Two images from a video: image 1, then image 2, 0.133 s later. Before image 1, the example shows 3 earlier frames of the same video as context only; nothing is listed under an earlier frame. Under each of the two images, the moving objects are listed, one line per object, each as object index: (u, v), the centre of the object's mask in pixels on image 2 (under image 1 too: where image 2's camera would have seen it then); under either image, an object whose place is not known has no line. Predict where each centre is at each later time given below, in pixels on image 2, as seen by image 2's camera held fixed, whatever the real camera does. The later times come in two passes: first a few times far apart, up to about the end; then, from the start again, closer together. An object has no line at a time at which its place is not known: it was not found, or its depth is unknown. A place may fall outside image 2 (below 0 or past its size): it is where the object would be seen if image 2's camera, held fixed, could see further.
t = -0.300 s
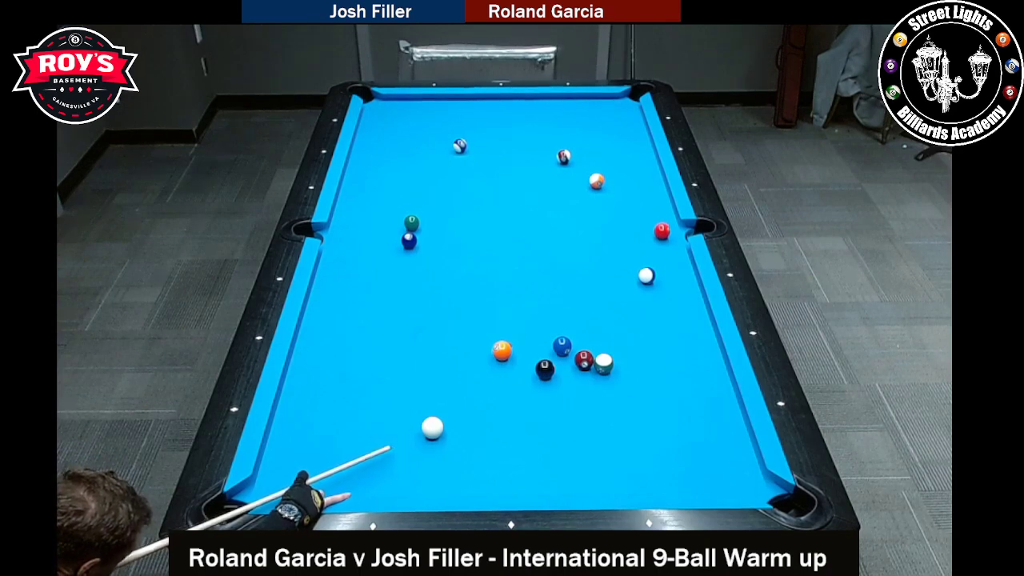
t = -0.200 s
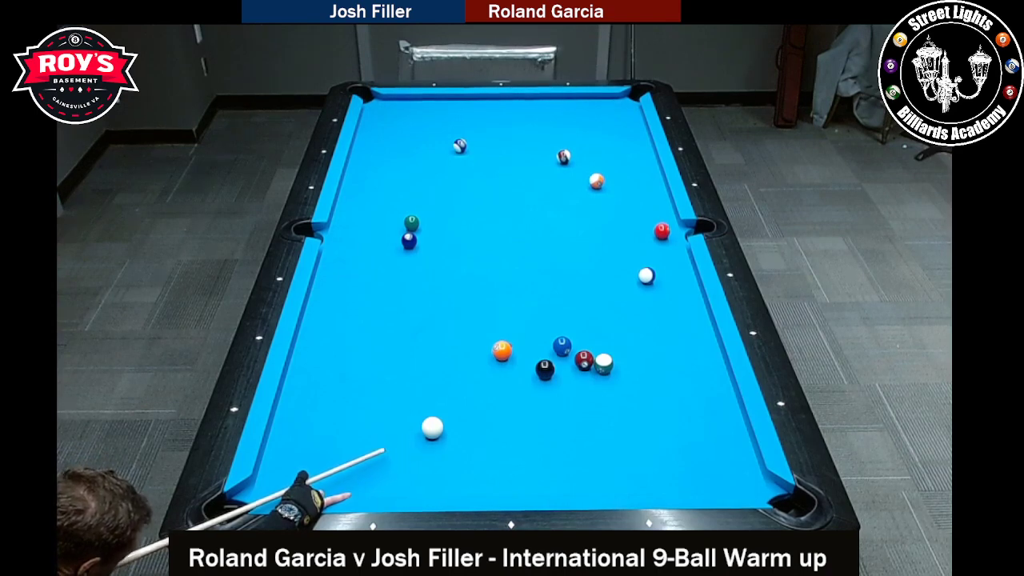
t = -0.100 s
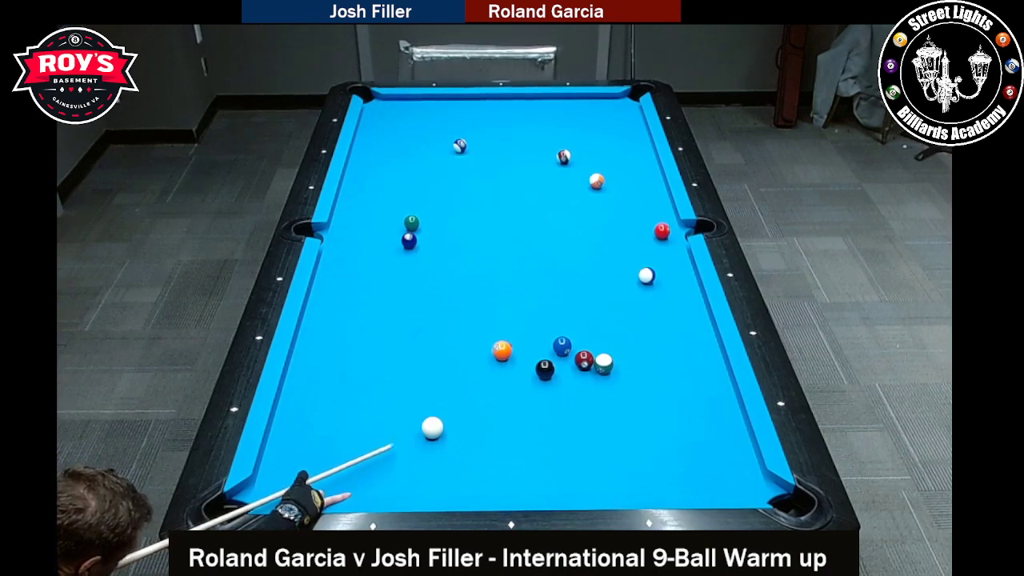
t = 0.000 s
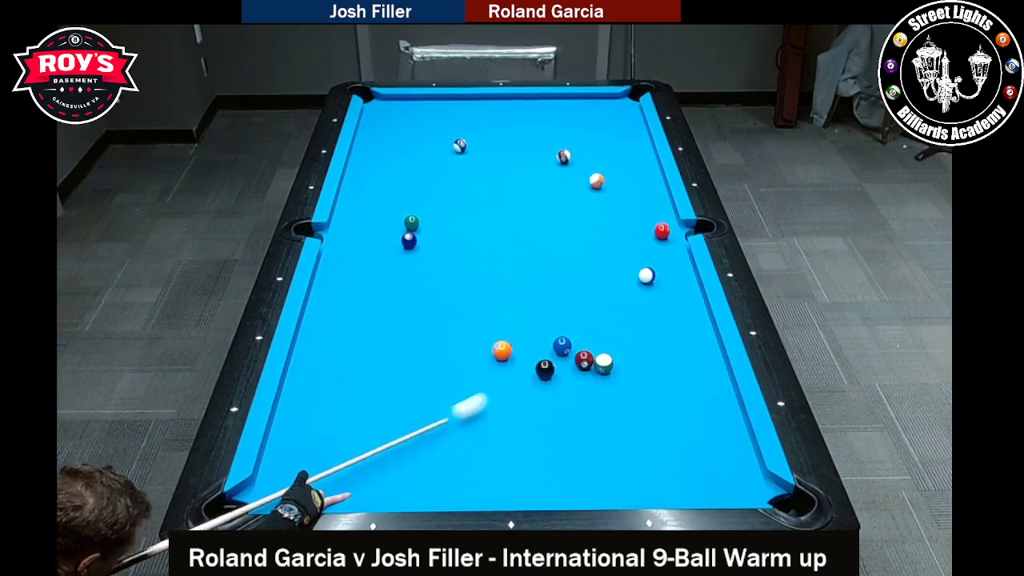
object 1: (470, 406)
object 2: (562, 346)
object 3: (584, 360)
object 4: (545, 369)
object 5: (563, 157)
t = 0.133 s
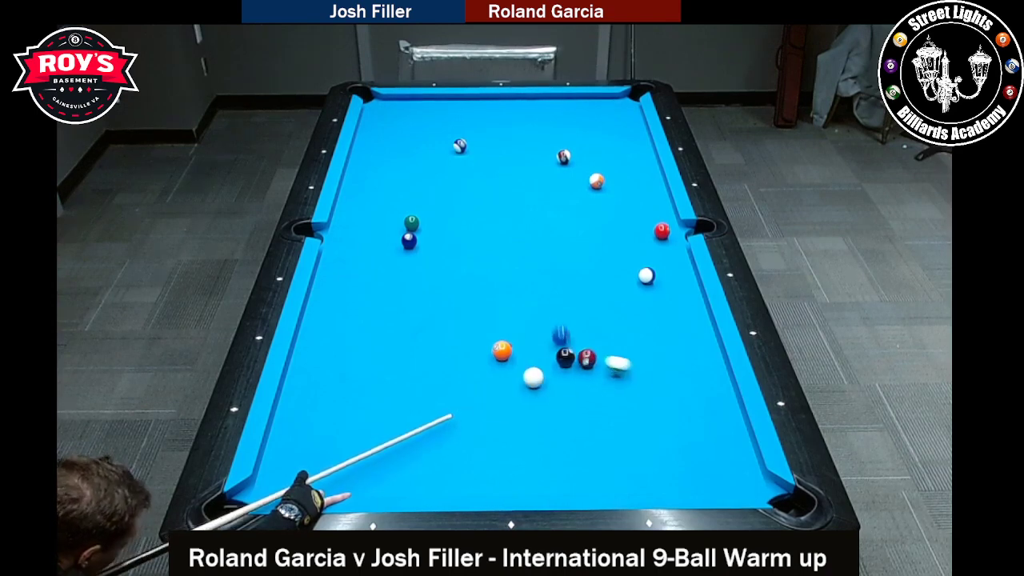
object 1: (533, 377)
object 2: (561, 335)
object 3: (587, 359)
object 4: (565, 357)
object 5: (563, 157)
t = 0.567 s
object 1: (568, 371)
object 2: (552, 240)
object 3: (620, 341)
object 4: (565, 354)
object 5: (564, 157)
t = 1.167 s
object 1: (608, 363)
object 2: (544, 150)
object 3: (657, 322)
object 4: (566, 356)
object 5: (564, 157)
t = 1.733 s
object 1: (637, 358)
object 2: (540, 101)
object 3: (684, 308)
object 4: (565, 356)
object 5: (564, 156)
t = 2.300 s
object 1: (657, 355)
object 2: (547, 139)
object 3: (695, 299)
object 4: (565, 356)
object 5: (564, 157)
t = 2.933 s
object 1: (671, 354)
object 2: (534, 179)
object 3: (685, 295)
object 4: (565, 356)
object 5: (582, 162)
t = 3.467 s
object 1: (674, 355)
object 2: (513, 212)
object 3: (683, 294)
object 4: (565, 356)
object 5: (602, 166)
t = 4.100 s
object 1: (674, 355)
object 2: (487, 251)
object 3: (683, 294)
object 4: (566, 356)
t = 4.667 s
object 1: (674, 354)
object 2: (464, 287)
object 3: (683, 294)
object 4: (565, 356)
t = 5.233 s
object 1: (674, 355)
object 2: (440, 324)
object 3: (683, 294)
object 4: (566, 356)
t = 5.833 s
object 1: (674, 355)
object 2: (417, 361)
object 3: (683, 294)
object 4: (566, 356)
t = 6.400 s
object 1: (674, 355)
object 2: (396, 395)
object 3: (683, 294)
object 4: (566, 356)
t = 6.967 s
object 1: (673, 355)
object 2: (378, 425)
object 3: (683, 294)
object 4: (566, 357)
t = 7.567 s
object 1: (674, 355)
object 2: (362, 452)
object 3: (683, 294)
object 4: (566, 357)
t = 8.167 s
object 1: (674, 354)
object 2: (351, 473)
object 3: (683, 294)
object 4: (566, 357)
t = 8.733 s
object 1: (674, 354)
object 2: (344, 485)
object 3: (683, 294)
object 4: (565, 356)
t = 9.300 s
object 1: (674, 354)
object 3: (683, 294)
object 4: (565, 356)
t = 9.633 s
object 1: (674, 354)
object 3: (683, 294)
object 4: (566, 357)
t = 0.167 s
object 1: (536, 377)
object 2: (560, 326)
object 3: (590, 357)
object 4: (565, 357)
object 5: (564, 157)
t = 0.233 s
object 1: (541, 376)
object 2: (558, 308)
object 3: (595, 354)
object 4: (565, 357)
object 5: (564, 157)
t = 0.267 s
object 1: (544, 375)
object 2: (557, 300)
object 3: (598, 353)
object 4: (565, 357)
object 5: (564, 157)
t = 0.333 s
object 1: (550, 374)
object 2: (556, 285)
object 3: (603, 350)
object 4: (565, 356)
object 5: (564, 157)
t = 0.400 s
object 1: (555, 373)
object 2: (555, 271)
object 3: (608, 347)
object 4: (565, 356)
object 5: (564, 157)
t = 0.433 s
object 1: (558, 372)
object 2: (554, 265)
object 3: (610, 346)
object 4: (566, 356)
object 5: (564, 157)
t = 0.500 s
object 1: (563, 371)
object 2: (553, 252)
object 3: (615, 344)
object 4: (565, 354)
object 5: (564, 157)
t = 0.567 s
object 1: (568, 371)
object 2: (552, 240)
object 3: (620, 341)
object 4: (565, 354)
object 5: (564, 157)
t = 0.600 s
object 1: (570, 370)
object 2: (551, 233)
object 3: (622, 340)
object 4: (565, 355)
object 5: (564, 157)
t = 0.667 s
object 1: (575, 369)
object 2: (550, 222)
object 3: (626, 338)
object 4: (565, 355)
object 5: (563, 157)
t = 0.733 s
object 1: (580, 368)
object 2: (549, 211)
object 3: (631, 336)
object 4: (565, 356)
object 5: (564, 157)
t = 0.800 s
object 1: (585, 367)
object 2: (548, 201)
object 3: (635, 333)
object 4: (565, 356)
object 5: (564, 157)
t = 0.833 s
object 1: (587, 367)
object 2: (548, 196)
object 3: (637, 332)
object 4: (565, 356)
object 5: (564, 157)
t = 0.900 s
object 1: (591, 366)
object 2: (547, 186)
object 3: (642, 330)
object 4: (565, 356)
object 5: (564, 157)
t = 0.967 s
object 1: (596, 365)
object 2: (546, 176)
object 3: (646, 328)
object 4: (565, 356)
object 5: (564, 157)
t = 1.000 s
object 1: (598, 365)
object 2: (546, 172)
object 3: (648, 327)
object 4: (565, 356)
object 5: (564, 157)
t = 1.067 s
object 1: (602, 364)
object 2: (544, 163)
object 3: (652, 325)
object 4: (565, 356)
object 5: (564, 156)
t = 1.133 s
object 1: (606, 363)
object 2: (544, 155)
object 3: (655, 323)
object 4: (565, 356)
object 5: (564, 157)
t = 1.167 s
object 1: (608, 363)
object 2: (544, 150)
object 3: (657, 322)
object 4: (566, 356)
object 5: (564, 157)
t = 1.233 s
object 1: (611, 362)
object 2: (543, 142)
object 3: (661, 320)
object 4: (565, 356)
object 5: (564, 157)
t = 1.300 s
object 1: (615, 361)
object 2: (542, 135)
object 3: (664, 318)
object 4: (565, 356)
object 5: (564, 157)
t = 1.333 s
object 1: (617, 361)
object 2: (542, 131)
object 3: (666, 317)
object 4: (565, 357)
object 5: (563, 157)
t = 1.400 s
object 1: (620, 360)
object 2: (541, 124)
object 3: (669, 316)
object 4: (565, 357)
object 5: (564, 157)
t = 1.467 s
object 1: (624, 360)
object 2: (541, 117)
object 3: (672, 314)
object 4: (565, 356)
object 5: (564, 157)
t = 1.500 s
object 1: (625, 360)
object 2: (541, 114)
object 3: (674, 313)
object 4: (566, 357)
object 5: (564, 157)
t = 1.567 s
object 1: (629, 359)
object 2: (540, 107)
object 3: (677, 312)
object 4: (565, 357)
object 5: (564, 157)
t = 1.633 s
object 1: (632, 359)
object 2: (539, 100)
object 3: (680, 310)
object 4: (565, 357)
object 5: (564, 156)
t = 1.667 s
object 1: (633, 358)
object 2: (539, 98)
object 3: (681, 310)
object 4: (565, 357)
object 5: (564, 156)
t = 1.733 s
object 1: (637, 358)
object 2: (540, 101)
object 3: (684, 308)
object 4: (565, 356)
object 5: (564, 156)
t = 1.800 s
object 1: (639, 357)
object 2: (540, 105)
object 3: (687, 307)
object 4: (565, 357)
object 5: (564, 157)
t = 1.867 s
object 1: (642, 357)
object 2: (541, 110)
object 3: (689, 305)
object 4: (565, 357)
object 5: (564, 156)
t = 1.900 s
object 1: (643, 357)
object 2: (542, 112)
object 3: (691, 305)
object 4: (565, 356)
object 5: (564, 157)
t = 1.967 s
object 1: (646, 356)
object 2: (543, 116)
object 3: (693, 303)
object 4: (565, 356)
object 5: (564, 157)
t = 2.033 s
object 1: (648, 356)
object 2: (544, 120)
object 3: (696, 302)
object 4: (565, 356)
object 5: (564, 157)
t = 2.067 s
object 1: (650, 356)
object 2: (544, 123)
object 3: (696, 302)
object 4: (565, 356)
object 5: (564, 157)
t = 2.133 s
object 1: (652, 356)
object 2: (545, 127)
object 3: (699, 300)
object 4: (565, 356)
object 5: (564, 157)
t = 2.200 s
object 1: (654, 356)
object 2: (546, 132)
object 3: (698, 300)
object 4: (565, 356)
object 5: (564, 157)
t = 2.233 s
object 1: (655, 356)
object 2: (546, 134)
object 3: (697, 299)
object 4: (565, 356)
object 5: (564, 157)
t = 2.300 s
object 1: (657, 355)
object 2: (547, 139)
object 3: (695, 299)
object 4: (565, 356)
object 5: (564, 157)
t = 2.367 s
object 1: (659, 355)
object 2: (548, 143)
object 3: (694, 298)
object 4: (565, 356)
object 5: (564, 157)
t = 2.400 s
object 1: (660, 355)
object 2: (549, 146)
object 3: (693, 298)
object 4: (565, 356)
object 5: (564, 157)
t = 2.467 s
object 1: (662, 355)
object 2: (549, 150)
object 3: (691, 298)
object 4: (565, 356)
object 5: (564, 157)
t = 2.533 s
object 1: (664, 355)
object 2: (550, 155)
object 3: (690, 297)
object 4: (565, 356)
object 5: (564, 157)
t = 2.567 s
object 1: (664, 355)
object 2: (549, 157)
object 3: (689, 297)
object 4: (565, 356)
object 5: (566, 157)
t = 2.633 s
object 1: (666, 355)
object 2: (546, 161)
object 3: (689, 296)
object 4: (565, 356)
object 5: (569, 158)
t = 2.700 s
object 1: (667, 354)
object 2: (543, 165)
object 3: (688, 296)
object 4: (565, 356)
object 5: (572, 159)
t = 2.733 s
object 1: (668, 354)
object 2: (542, 167)
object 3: (687, 295)
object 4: (565, 356)
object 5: (573, 159)
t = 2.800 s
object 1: (669, 354)
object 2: (539, 171)
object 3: (686, 295)
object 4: (565, 356)
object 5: (576, 160)
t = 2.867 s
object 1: (670, 354)
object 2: (537, 175)
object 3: (686, 295)
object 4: (565, 357)
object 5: (579, 161)
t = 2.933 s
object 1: (671, 354)
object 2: (534, 179)
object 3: (685, 295)
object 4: (565, 356)
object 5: (582, 162)
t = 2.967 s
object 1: (671, 354)
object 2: (533, 181)
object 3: (685, 295)
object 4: (565, 356)
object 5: (584, 162)
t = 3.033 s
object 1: (672, 355)
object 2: (530, 185)
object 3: (684, 294)
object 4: (565, 356)
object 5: (586, 163)
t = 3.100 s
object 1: (672, 355)
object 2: (528, 189)
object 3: (684, 294)
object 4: (565, 356)
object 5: (589, 163)
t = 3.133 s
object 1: (673, 354)
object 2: (526, 191)
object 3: (684, 294)
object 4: (565, 356)
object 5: (590, 164)
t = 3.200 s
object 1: (673, 354)
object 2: (524, 195)
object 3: (683, 294)
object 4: (565, 356)
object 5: (592, 164)
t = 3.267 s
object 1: (674, 355)
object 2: (521, 199)
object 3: (683, 294)
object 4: (565, 356)
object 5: (595, 165)
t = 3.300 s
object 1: (674, 355)
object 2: (520, 201)
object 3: (683, 294)
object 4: (566, 356)
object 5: (596, 165)
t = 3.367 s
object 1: (674, 355)
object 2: (517, 205)
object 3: (683, 294)
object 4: (565, 356)
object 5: (598, 165)
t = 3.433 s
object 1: (674, 355)
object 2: (514, 209)
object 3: (683, 294)
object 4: (565, 356)
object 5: (600, 166)
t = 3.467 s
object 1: (674, 355)
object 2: (513, 212)
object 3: (683, 294)
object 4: (565, 356)
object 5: (602, 166)
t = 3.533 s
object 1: (674, 355)
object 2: (510, 216)
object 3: (683, 294)
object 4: (565, 356)
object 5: (604, 166)
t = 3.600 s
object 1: (674, 355)
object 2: (508, 220)
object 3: (683, 294)
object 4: (565, 356)
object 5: (606, 167)
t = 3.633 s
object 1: (674, 355)
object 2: (506, 222)
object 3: (683, 294)
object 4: (565, 356)
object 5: (607, 167)
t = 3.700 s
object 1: (673, 354)
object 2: (504, 226)
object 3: (683, 294)
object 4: (565, 356)
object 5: (608, 168)
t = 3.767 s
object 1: (673, 354)
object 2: (501, 230)
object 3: (683, 294)
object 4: (565, 356)
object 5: (610, 168)
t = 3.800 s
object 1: (673, 354)
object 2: (500, 233)
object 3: (683, 294)
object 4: (565, 356)
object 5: (611, 168)
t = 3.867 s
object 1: (673, 354)
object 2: (497, 237)
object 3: (683, 294)
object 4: (566, 356)
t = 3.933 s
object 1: (673, 354)
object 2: (494, 241)
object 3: (683, 294)
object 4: (565, 356)
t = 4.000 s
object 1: (674, 355)
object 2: (491, 245)
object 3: (683, 294)
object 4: (566, 356)
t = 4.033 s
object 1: (673, 355)
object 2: (490, 248)
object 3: (683, 294)
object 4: (565, 356)
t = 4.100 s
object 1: (674, 355)
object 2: (487, 251)
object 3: (683, 294)
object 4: (566, 356)
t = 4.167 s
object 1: (673, 354)
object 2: (484, 256)
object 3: (683, 294)
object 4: (565, 356)
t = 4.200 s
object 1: (673, 354)
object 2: (483, 258)
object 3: (683, 294)
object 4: (565, 356)
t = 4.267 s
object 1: (674, 354)
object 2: (480, 262)
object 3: (683, 294)
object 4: (565, 356)
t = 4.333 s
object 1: (674, 355)
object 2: (477, 267)
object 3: (683, 294)
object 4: (566, 356)
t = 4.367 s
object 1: (673, 355)
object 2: (476, 269)
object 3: (683, 294)
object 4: (565, 356)
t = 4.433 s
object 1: (674, 354)
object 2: (473, 273)
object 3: (683, 294)
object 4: (566, 356)
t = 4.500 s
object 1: (673, 354)
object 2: (470, 278)
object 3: (683, 294)
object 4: (565, 356)
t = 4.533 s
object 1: (673, 354)
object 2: (469, 279)
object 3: (683, 294)
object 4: (565, 356)
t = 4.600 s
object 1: (673, 354)
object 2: (466, 284)
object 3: (683, 294)
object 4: (565, 356)
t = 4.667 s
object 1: (674, 354)
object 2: (464, 287)
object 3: (683, 294)
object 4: (565, 356)
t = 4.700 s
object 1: (673, 355)
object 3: (683, 294)
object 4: (565, 356)
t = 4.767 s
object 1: (673, 355)
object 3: (683, 294)
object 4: (566, 357)
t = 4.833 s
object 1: (673, 355)
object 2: (457, 299)
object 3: (683, 294)
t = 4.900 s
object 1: (674, 355)
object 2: (454, 303)
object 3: (683, 294)
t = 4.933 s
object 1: (674, 355)
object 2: (452, 305)
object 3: (683, 294)
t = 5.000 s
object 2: (450, 309)
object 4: (565, 356)
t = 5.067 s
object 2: (447, 314)
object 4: (566, 356)
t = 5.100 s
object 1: (674, 355)
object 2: (446, 316)
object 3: (683, 294)
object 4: (566, 356)
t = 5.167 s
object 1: (674, 355)
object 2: (443, 320)
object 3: (683, 294)
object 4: (566, 356)
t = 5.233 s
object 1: (674, 355)
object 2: (440, 324)
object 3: (683, 294)
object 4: (566, 356)
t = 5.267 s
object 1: (674, 355)
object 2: (439, 326)
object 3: (683, 294)
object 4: (566, 357)
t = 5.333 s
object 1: (674, 355)
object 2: (436, 331)
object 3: (683, 294)
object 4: (566, 356)
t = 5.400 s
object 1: (674, 355)
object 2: (434, 335)
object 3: (683, 294)
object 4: (566, 356)
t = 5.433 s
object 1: (674, 355)
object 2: (432, 337)
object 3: (683, 294)
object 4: (566, 356)
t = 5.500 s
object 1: (674, 355)
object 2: (430, 341)
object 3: (683, 294)
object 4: (566, 356)
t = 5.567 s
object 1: (674, 355)
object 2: (427, 345)
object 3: (683, 294)
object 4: (566, 356)
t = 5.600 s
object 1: (674, 355)
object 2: (426, 347)
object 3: (683, 294)
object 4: (566, 356)
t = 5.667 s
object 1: (674, 355)
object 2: (423, 351)
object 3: (683, 294)
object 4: (566, 356)
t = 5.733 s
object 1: (674, 355)
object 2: (421, 356)
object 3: (683, 294)
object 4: (566, 356)
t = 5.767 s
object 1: (674, 355)
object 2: (419, 358)
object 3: (683, 294)
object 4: (566, 356)
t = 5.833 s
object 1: (674, 355)
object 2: (417, 361)
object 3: (683, 294)
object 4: (566, 356)
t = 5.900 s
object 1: (674, 355)
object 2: (415, 366)
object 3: (683, 294)
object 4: (566, 356)
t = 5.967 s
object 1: (674, 355)
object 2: (412, 370)
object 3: (683, 294)
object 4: (566, 356)
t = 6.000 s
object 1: (674, 355)
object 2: (411, 372)
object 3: (683, 294)
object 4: (566, 356)
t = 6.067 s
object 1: (674, 355)
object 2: (408, 376)
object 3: (683, 294)
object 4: (566, 356)
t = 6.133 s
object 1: (674, 355)
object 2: (406, 379)
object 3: (683, 294)
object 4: (566, 356)
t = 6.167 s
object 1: (674, 355)
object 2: (405, 381)
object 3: (683, 294)
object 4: (566, 356)
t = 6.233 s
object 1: (674, 355)
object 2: (402, 385)
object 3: (683, 294)
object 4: (566, 356)
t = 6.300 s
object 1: (674, 355)
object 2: (400, 389)
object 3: (683, 294)
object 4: (566, 356)
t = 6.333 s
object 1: (674, 355)
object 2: (399, 391)
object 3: (683, 294)
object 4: (566, 356)
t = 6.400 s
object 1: (674, 355)
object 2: (396, 395)
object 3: (683, 294)
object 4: (566, 356)
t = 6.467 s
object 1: (674, 355)
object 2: (394, 399)
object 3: (683, 294)
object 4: (566, 356)
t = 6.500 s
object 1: (674, 355)
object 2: (393, 400)
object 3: (683, 294)
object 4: (566, 356)
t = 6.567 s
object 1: (673, 355)
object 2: (391, 404)
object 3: (683, 294)
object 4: (566, 357)
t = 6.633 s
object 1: (673, 355)
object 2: (388, 407)
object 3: (683, 294)
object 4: (566, 356)
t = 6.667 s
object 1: (673, 355)
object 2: (387, 409)
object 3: (683, 294)
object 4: (565, 357)
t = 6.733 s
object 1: (673, 355)
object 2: (385, 413)
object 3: (683, 294)
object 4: (565, 357)
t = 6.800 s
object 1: (673, 355)
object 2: (383, 417)
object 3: (683, 294)
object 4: (566, 356)
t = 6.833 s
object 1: (673, 355)
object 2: (382, 418)
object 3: (683, 294)
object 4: (566, 357)
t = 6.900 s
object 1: (673, 355)
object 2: (380, 421)
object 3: (683, 294)
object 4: (566, 357)
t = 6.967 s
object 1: (673, 355)
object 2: (378, 425)
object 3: (683, 294)
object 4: (566, 357)
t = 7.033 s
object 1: (673, 355)
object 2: (376, 428)
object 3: (683, 294)
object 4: (565, 357)
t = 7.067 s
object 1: (673, 355)
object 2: (375, 430)
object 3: (683, 294)
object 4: (566, 356)
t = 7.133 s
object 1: (673, 355)
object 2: (374, 433)
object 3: (683, 294)
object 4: (566, 357)
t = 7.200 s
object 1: (673, 355)
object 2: (372, 436)
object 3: (683, 294)
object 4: (566, 357)
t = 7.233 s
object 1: (674, 355)
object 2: (371, 438)
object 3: (683, 294)
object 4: (566, 357)
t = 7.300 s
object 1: (673, 355)
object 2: (369, 441)
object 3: (683, 294)
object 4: (566, 357)
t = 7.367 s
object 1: (673, 355)
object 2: (367, 444)
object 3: (683, 294)
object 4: (566, 357)
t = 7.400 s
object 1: (674, 355)
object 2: (366, 445)
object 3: (683, 294)
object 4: (565, 356)
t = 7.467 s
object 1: (673, 355)
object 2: (365, 448)
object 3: (683, 294)
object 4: (566, 357)
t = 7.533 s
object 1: (674, 355)
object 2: (363, 451)
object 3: (683, 294)
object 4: (566, 357)
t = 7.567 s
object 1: (674, 355)
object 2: (362, 452)
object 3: (683, 294)
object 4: (566, 357)
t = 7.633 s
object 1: (674, 355)
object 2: (361, 455)
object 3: (683, 294)
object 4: (566, 357)
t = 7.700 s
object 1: (674, 355)
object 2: (360, 457)
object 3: (683, 294)
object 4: (566, 357)
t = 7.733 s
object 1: (674, 355)
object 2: (359, 458)
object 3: (683, 294)
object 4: (566, 357)
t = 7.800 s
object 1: (674, 355)
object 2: (357, 461)
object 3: (683, 294)
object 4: (566, 357)
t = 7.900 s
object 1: (674, 354)
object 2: (356, 464)
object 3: (683, 294)
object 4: (566, 357)
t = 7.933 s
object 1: (674, 354)
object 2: (355, 465)
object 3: (683, 294)
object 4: (566, 357)
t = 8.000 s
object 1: (674, 354)
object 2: (354, 468)
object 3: (683, 294)
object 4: (566, 356)
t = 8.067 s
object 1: (674, 354)
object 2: (352, 470)
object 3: (683, 294)
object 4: (566, 357)
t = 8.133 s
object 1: (674, 354)
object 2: (351, 472)
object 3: (683, 294)
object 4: (566, 357)
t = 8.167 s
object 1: (674, 354)
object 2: (351, 473)
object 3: (683, 294)
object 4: (566, 357)
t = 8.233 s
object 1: (674, 354)
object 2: (350, 474)
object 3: (683, 294)
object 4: (566, 357)
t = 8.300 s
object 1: (674, 354)
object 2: (349, 476)
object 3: (683, 294)
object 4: (566, 357)
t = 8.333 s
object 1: (674, 354)
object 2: (348, 477)
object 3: (683, 294)
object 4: (566, 356)
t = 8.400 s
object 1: (674, 354)
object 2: (347, 478)
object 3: (683, 294)
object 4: (566, 356)
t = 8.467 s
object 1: (674, 354)
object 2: (347, 480)
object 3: (683, 294)
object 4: (566, 357)
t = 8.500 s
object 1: (674, 354)
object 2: (346, 481)
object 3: (683, 294)
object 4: (566, 356)
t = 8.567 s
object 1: (674, 354)
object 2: (345, 482)
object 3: (683, 294)
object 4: (566, 356)
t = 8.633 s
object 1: (674, 354)
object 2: (345, 483)
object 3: (683, 294)
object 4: (565, 356)
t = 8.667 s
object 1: (674, 354)
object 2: (344, 484)
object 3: (683, 294)
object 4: (565, 356)
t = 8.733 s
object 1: (674, 354)
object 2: (344, 485)
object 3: (683, 294)
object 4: (565, 356)
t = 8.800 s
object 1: (674, 354)
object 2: (344, 485)
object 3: (683, 294)
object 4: (565, 357)
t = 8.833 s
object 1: (674, 354)
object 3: (683, 294)
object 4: (565, 356)
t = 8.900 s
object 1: (674, 354)
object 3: (683, 294)
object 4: (565, 356)
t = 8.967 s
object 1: (674, 354)
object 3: (683, 294)
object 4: (565, 357)
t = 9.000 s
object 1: (674, 354)
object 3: (683, 294)
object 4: (565, 356)
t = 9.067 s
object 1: (674, 354)
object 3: (683, 294)
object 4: (565, 356)
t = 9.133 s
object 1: (674, 354)
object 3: (683, 294)
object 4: (565, 357)
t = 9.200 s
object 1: (674, 354)
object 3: (683, 294)
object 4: (565, 356)
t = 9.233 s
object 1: (674, 354)
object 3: (683, 294)
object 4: (565, 356)
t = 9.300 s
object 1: (674, 354)
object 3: (683, 294)
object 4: (565, 356)
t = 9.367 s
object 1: (674, 354)
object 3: (683, 294)
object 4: (565, 356)
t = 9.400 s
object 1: (674, 354)
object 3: (683, 294)
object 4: (565, 356)
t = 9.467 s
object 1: (674, 354)
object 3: (683, 294)
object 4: (565, 356)
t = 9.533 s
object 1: (674, 354)
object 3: (683, 294)
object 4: (566, 357)
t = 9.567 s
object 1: (674, 354)
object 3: (683, 294)
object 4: (566, 357)
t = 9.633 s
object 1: (674, 354)
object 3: (683, 294)
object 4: (566, 357)
